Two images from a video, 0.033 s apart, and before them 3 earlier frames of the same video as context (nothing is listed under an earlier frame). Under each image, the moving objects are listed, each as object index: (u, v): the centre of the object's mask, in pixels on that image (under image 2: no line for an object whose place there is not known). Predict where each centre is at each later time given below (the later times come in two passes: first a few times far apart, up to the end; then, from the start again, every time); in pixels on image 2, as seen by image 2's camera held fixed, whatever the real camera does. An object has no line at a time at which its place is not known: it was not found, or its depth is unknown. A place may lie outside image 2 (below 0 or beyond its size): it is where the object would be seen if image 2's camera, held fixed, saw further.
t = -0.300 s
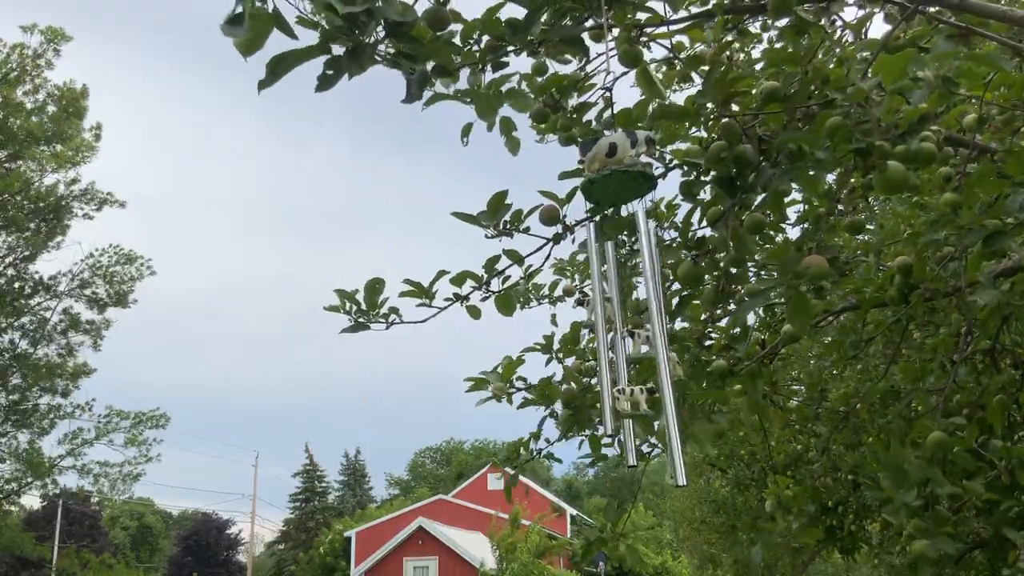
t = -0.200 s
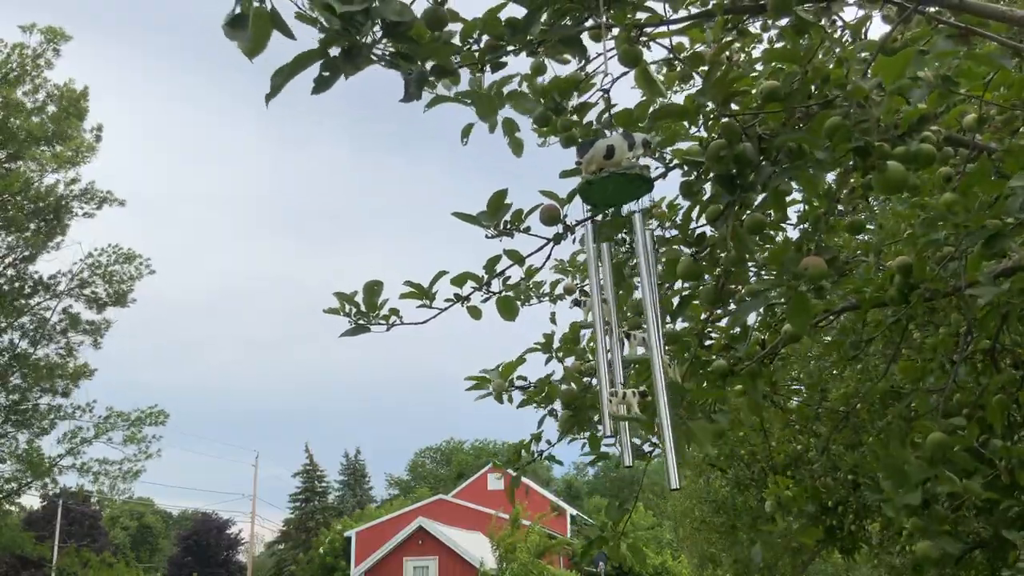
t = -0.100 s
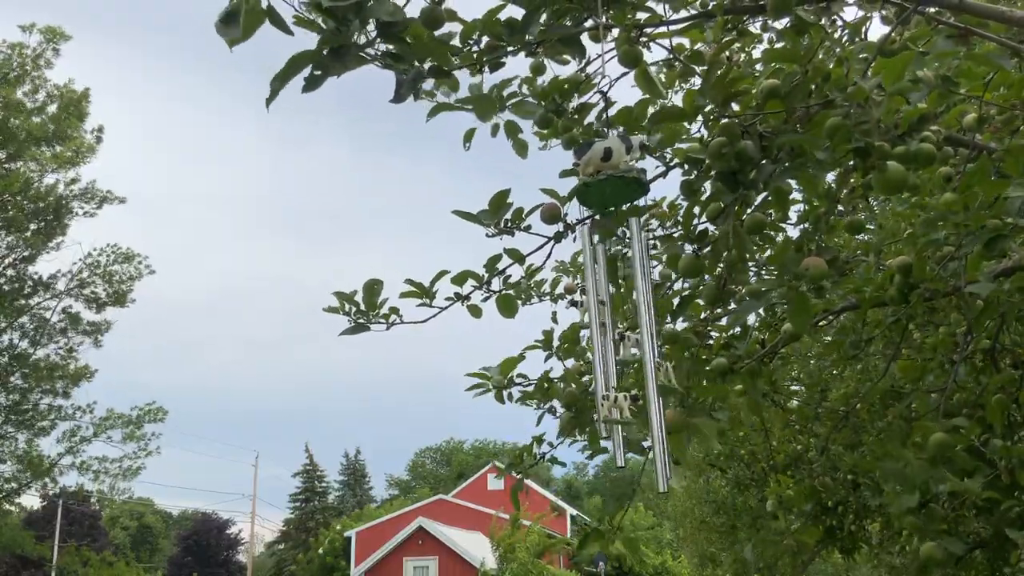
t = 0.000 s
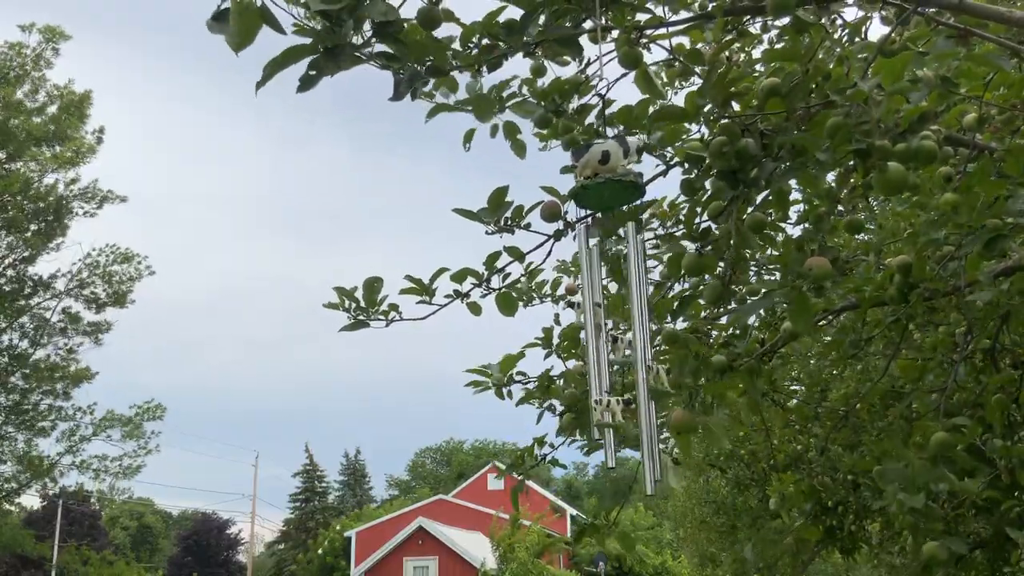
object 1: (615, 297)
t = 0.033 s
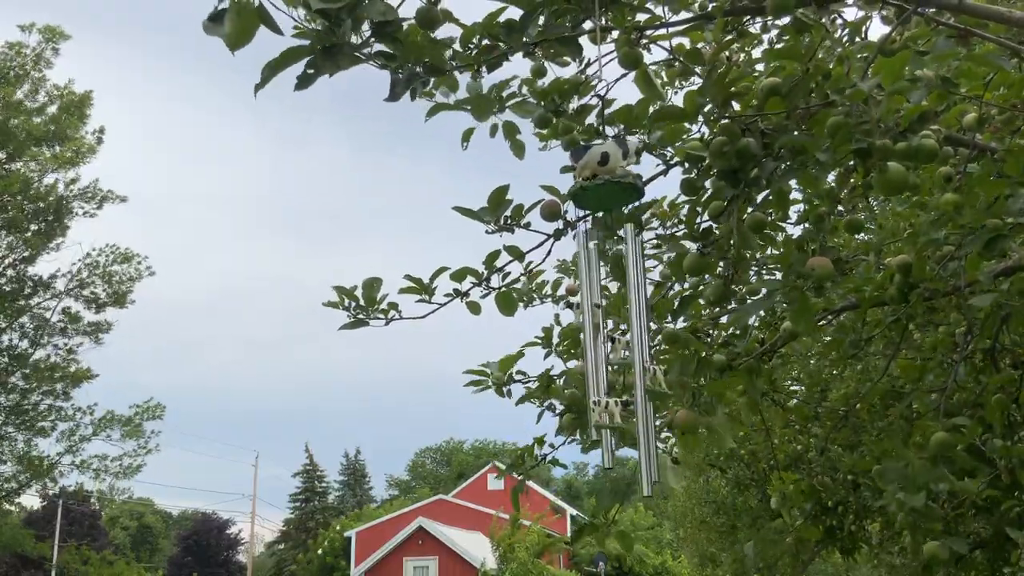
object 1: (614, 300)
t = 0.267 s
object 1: (605, 310)
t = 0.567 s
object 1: (605, 321)
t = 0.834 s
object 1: (613, 307)
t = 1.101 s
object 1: (619, 303)
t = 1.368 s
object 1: (617, 305)
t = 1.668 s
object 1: (607, 322)
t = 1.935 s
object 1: (602, 323)
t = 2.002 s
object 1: (602, 323)
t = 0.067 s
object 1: (612, 301)
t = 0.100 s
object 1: (611, 303)
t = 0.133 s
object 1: (609, 304)
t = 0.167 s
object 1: (608, 306)
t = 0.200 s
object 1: (607, 307)
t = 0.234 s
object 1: (606, 309)
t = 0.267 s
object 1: (605, 310)
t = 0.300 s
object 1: (604, 310)
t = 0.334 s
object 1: (604, 310)
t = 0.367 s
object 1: (603, 312)
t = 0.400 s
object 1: (603, 312)
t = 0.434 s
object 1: (603, 315)
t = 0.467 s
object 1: (603, 316)
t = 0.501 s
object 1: (604, 319)
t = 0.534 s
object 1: (605, 320)
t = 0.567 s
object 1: (605, 321)
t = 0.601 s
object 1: (606, 320)
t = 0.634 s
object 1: (607, 319)
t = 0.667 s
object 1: (608, 317)
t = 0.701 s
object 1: (609, 315)
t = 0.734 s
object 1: (610, 312)
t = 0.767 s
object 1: (611, 311)
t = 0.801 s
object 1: (612, 309)
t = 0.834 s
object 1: (613, 307)
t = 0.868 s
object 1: (614, 305)
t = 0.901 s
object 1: (615, 304)
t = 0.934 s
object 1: (616, 302)
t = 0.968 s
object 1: (616, 302)
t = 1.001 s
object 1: (617, 301)
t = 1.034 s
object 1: (618, 302)
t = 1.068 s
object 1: (618, 302)
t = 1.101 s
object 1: (619, 303)
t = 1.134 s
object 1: (619, 304)
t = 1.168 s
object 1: (620, 304)
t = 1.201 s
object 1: (620, 305)
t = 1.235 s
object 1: (620, 303)
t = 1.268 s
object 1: (619, 303)
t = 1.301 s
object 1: (618, 303)
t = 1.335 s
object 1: (618, 305)
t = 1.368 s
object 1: (617, 305)
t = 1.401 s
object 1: (616, 307)
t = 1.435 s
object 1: (615, 309)
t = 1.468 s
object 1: (614, 310)
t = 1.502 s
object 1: (613, 311)
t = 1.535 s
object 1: (612, 314)
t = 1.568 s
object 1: (610, 315)
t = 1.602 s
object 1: (609, 317)
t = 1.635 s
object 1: (608, 321)
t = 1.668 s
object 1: (607, 322)
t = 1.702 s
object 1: (606, 323)
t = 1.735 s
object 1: (605, 324)
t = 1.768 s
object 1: (605, 324)
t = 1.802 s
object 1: (604, 324)
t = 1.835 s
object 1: (603, 324)
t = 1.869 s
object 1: (603, 323)
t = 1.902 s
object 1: (603, 323)
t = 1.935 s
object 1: (602, 323)
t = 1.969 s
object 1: (602, 323)
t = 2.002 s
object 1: (602, 323)
